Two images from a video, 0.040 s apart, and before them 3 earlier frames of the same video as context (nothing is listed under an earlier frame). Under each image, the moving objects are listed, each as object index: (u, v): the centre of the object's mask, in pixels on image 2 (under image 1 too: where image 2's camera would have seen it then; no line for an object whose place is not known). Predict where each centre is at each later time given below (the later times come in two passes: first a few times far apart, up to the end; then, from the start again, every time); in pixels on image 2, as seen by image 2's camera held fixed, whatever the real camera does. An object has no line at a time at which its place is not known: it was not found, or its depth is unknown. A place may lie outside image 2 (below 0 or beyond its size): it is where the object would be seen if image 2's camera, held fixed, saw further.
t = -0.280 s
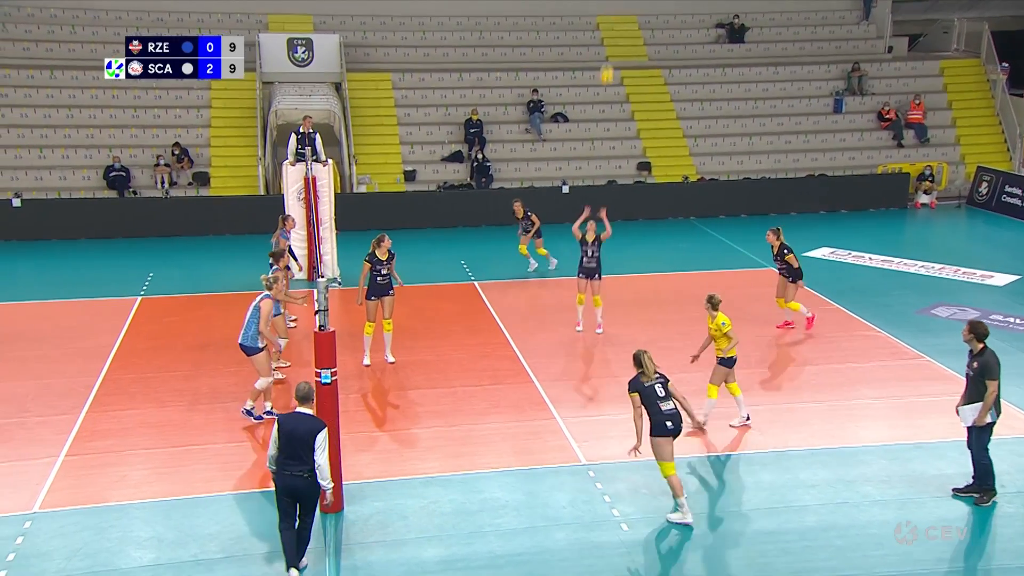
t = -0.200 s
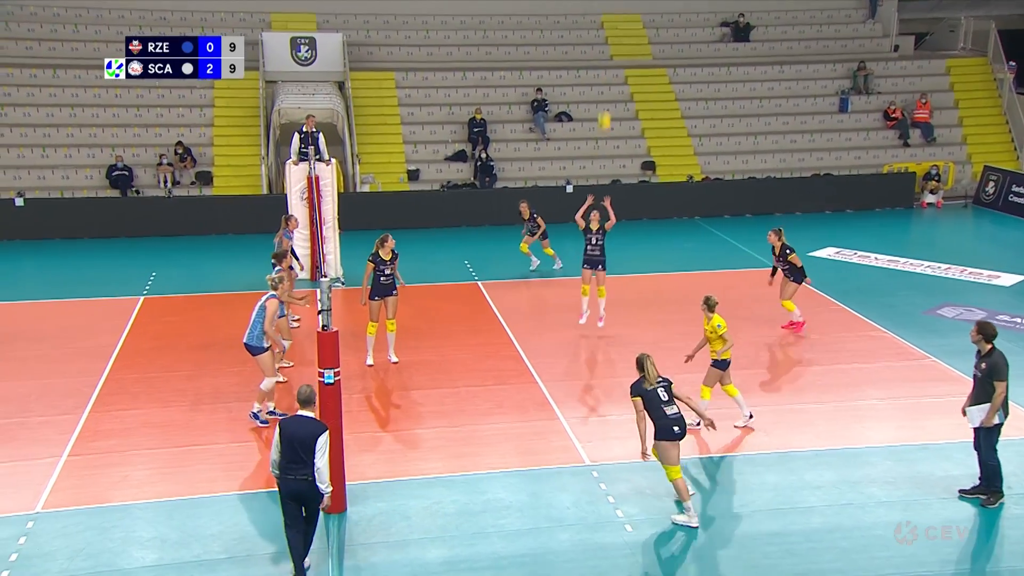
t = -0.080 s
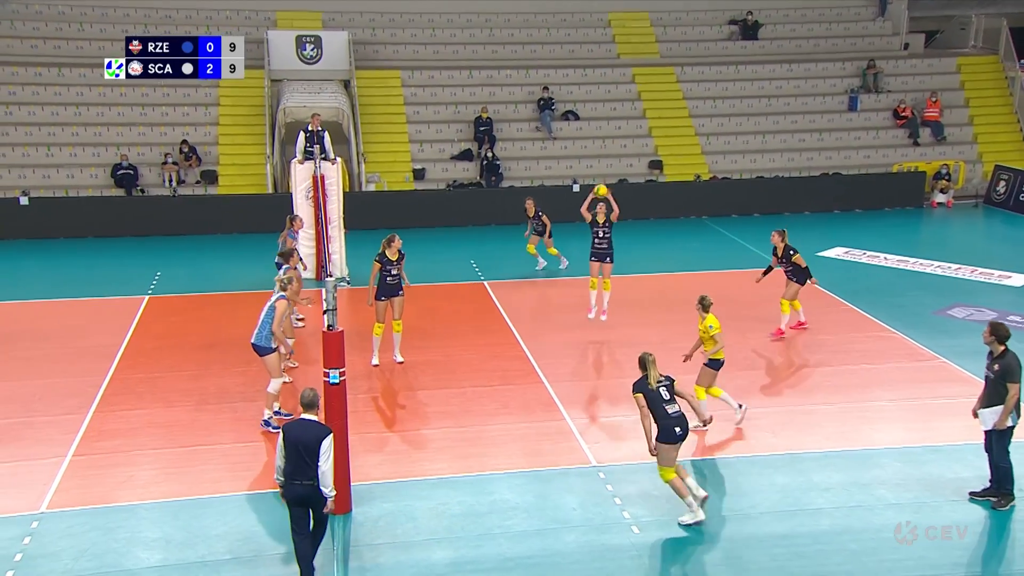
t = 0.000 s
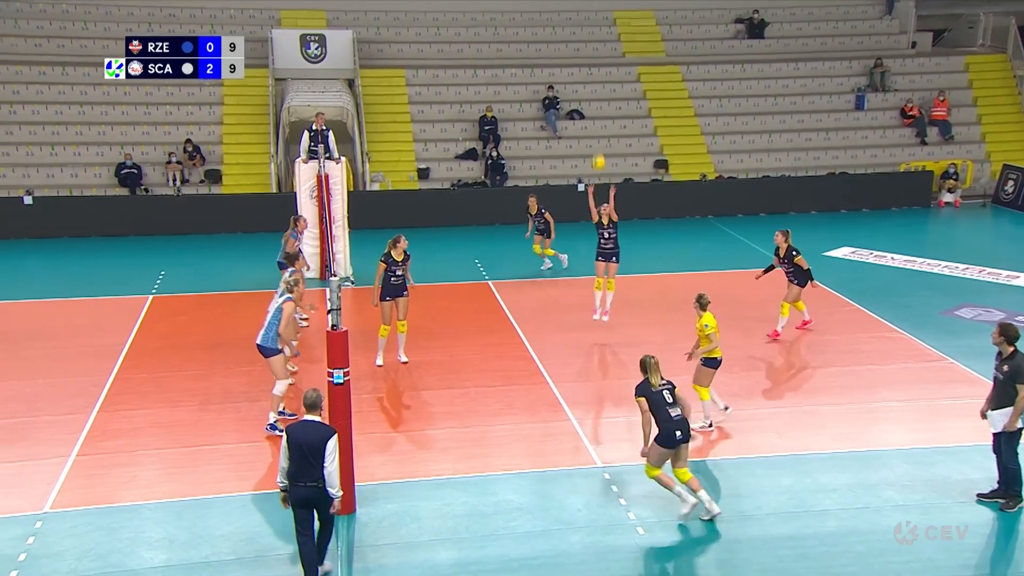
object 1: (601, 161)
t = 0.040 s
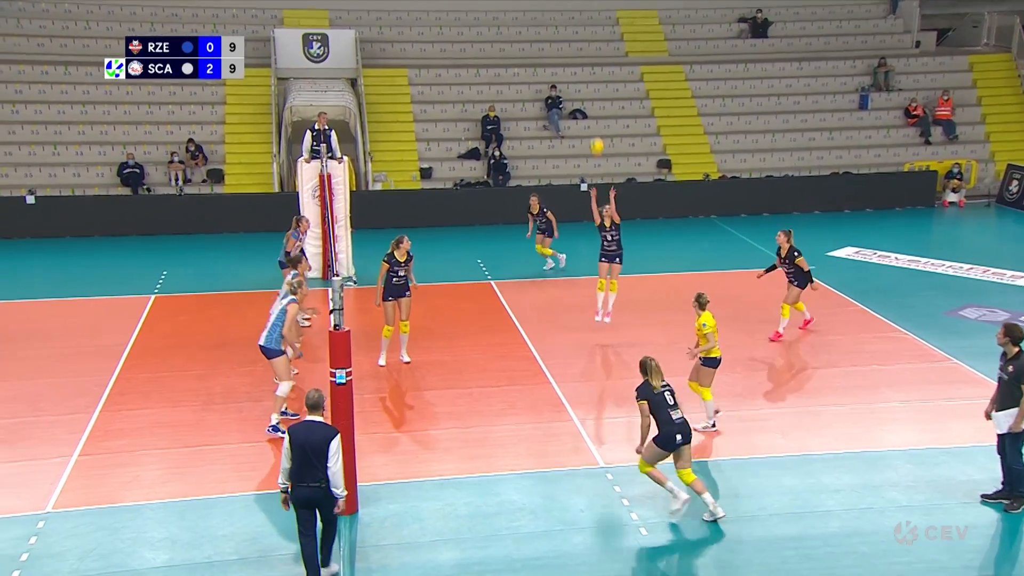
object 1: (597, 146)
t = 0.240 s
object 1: (575, 82)
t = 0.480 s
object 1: (548, 38)
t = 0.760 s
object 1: (514, 39)
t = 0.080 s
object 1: (592, 131)
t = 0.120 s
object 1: (588, 117)
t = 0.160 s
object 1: (584, 105)
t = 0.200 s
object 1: (579, 93)
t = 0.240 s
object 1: (575, 82)
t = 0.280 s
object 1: (571, 71)
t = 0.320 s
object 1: (566, 63)
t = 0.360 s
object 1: (562, 55)
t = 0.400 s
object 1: (557, 48)
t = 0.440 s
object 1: (553, 42)
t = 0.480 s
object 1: (548, 38)
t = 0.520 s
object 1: (544, 34)
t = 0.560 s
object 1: (539, 32)
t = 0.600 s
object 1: (534, 30)
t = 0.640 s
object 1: (529, 30)
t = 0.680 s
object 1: (525, 32)
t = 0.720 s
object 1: (519, 35)
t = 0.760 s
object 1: (514, 39)
